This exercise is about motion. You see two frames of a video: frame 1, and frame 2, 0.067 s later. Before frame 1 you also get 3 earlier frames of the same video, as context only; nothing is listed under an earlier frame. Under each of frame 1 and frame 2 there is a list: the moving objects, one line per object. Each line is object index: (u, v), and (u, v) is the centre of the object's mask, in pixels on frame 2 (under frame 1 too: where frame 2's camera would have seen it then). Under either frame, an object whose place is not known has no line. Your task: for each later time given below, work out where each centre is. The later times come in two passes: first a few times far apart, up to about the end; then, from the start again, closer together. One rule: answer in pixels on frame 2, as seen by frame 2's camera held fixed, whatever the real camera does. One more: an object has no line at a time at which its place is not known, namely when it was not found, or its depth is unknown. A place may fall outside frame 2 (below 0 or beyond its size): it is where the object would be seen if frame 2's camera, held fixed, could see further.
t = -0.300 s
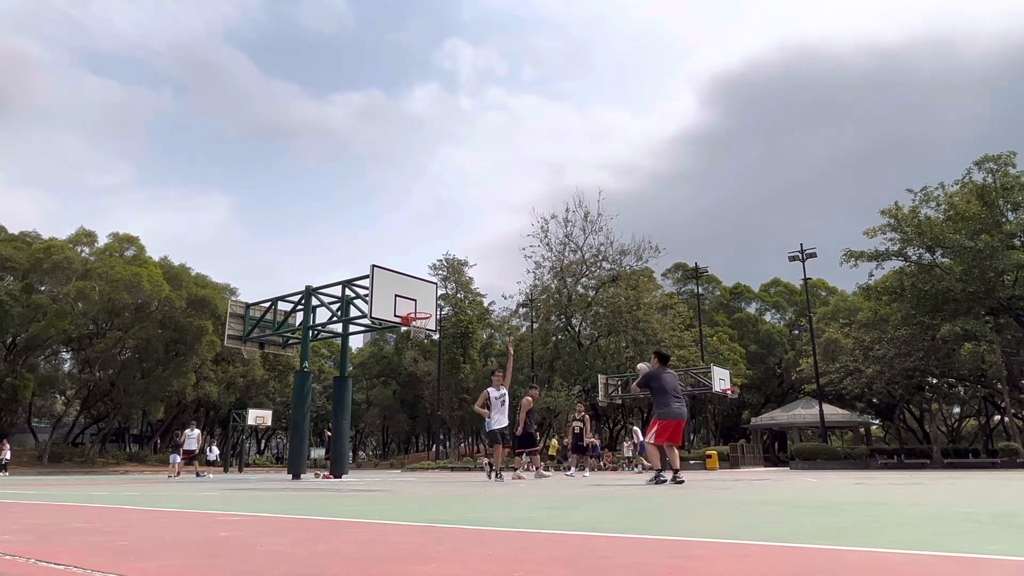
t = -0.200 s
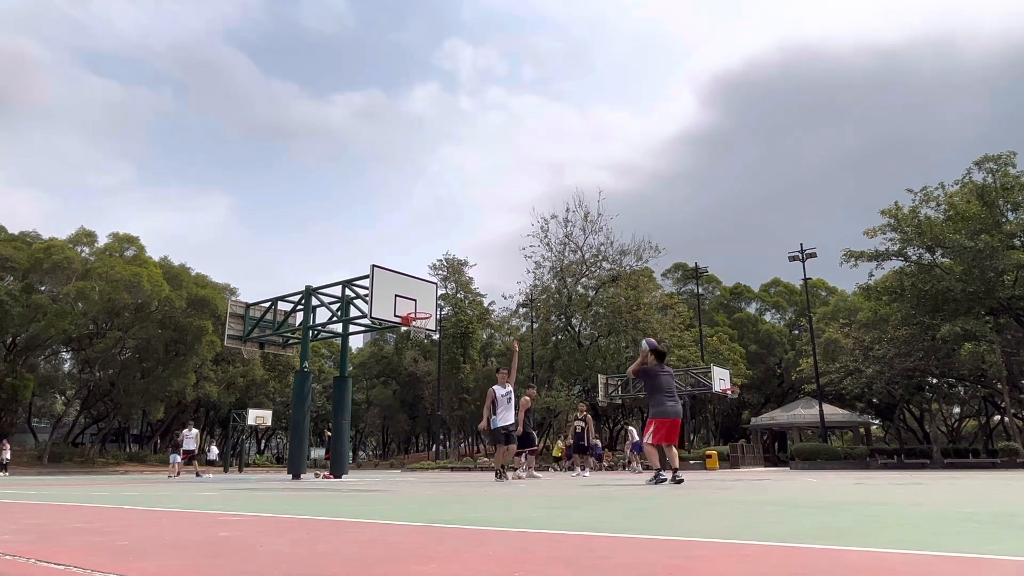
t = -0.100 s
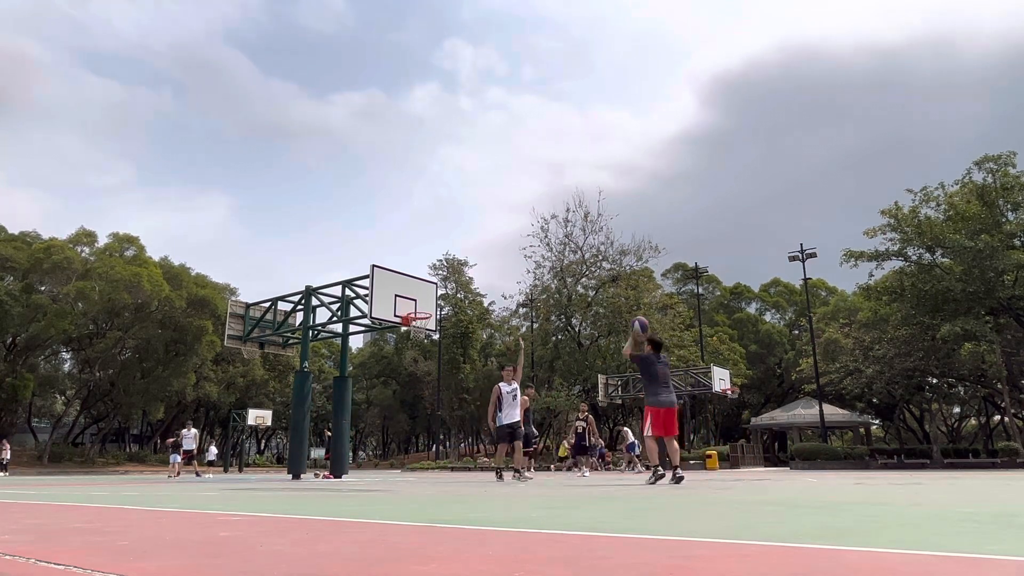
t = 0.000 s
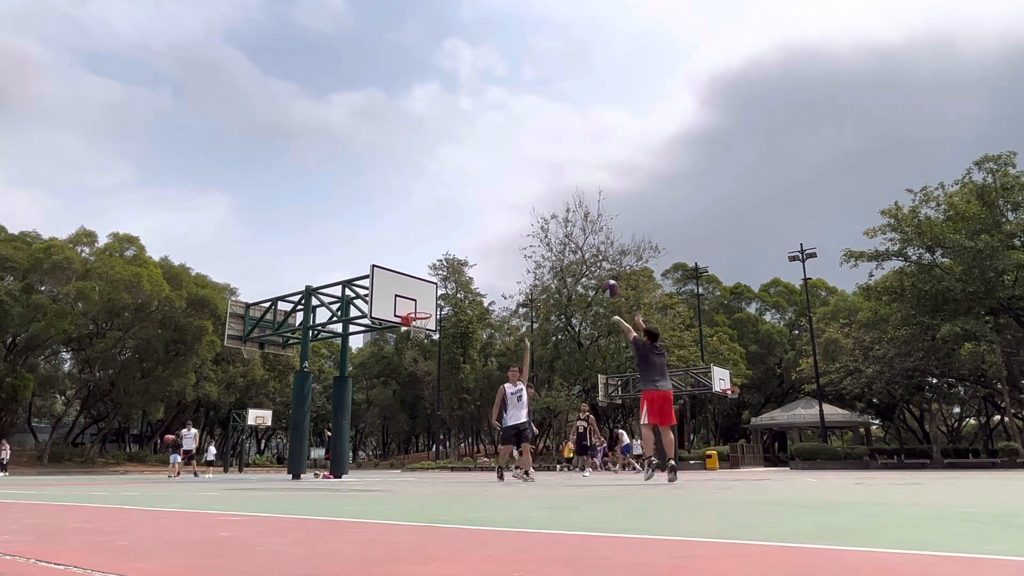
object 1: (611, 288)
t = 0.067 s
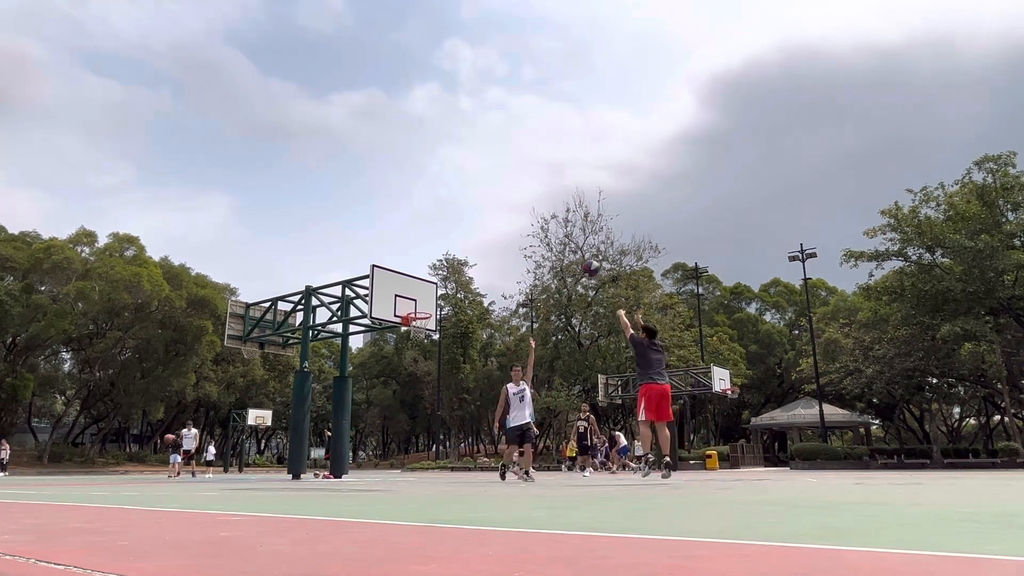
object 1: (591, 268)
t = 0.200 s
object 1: (555, 240)
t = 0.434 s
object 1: (507, 223)
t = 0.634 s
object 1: (471, 234)
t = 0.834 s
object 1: (437, 262)
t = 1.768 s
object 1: (461, 308)
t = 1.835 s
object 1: (466, 321)
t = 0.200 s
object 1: (555, 240)
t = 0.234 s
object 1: (548, 236)
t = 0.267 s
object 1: (541, 232)
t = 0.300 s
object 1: (533, 229)
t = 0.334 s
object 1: (527, 227)
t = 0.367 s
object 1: (520, 225)
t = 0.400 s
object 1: (514, 223)
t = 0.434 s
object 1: (507, 223)
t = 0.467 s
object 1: (501, 223)
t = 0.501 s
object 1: (494, 224)
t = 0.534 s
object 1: (488, 226)
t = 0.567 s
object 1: (482, 228)
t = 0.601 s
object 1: (476, 230)
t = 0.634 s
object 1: (471, 234)
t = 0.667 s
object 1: (465, 237)
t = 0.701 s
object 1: (459, 241)
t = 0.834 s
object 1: (437, 262)
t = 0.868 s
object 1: (432, 269)
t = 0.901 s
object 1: (427, 276)
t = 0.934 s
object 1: (423, 284)
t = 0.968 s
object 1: (418, 291)
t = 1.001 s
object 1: (413, 300)
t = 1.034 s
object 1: (408, 308)
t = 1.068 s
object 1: (407, 304)
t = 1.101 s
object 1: (407, 299)
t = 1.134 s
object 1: (407, 294)
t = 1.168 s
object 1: (410, 290)
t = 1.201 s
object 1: (413, 287)
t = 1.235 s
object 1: (416, 284)
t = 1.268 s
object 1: (419, 282)
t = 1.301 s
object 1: (422, 279)
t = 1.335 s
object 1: (425, 278)
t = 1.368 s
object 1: (427, 277)
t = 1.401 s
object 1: (431, 277)
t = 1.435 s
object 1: (433, 276)
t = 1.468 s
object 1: (436, 276)
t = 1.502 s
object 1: (438, 279)
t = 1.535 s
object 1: (441, 281)
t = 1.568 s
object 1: (444, 283)
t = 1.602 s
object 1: (447, 286)
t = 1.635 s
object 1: (449, 289)
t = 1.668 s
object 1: (452, 293)
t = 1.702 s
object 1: (455, 297)
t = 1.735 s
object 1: (458, 301)
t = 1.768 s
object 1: (461, 308)
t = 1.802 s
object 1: (463, 314)
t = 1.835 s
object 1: (466, 321)
